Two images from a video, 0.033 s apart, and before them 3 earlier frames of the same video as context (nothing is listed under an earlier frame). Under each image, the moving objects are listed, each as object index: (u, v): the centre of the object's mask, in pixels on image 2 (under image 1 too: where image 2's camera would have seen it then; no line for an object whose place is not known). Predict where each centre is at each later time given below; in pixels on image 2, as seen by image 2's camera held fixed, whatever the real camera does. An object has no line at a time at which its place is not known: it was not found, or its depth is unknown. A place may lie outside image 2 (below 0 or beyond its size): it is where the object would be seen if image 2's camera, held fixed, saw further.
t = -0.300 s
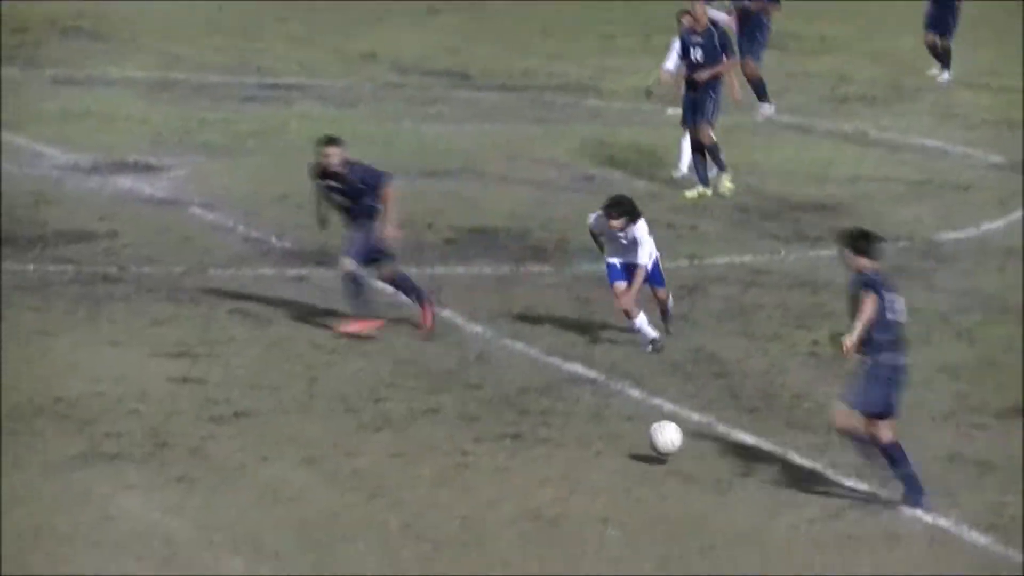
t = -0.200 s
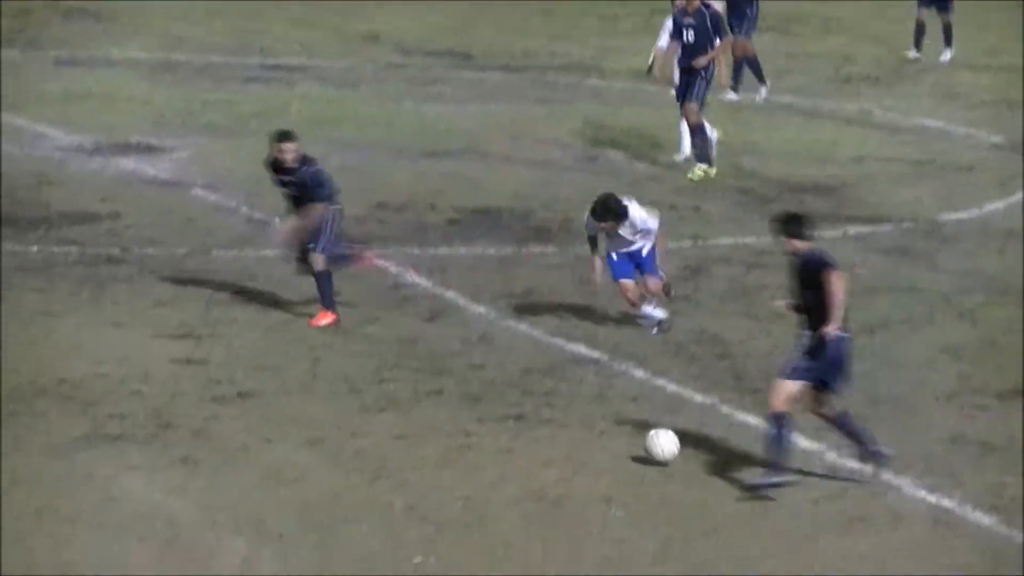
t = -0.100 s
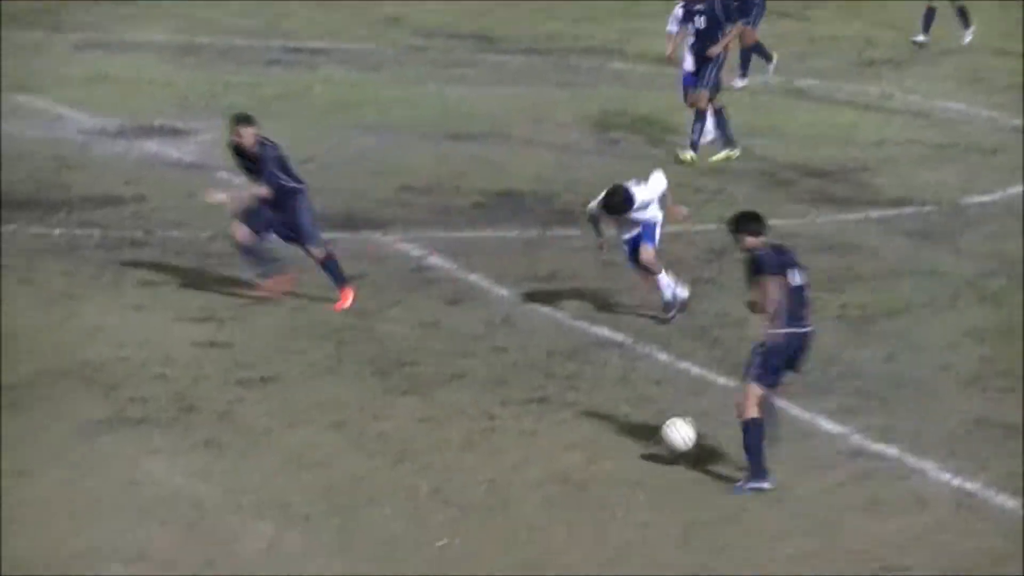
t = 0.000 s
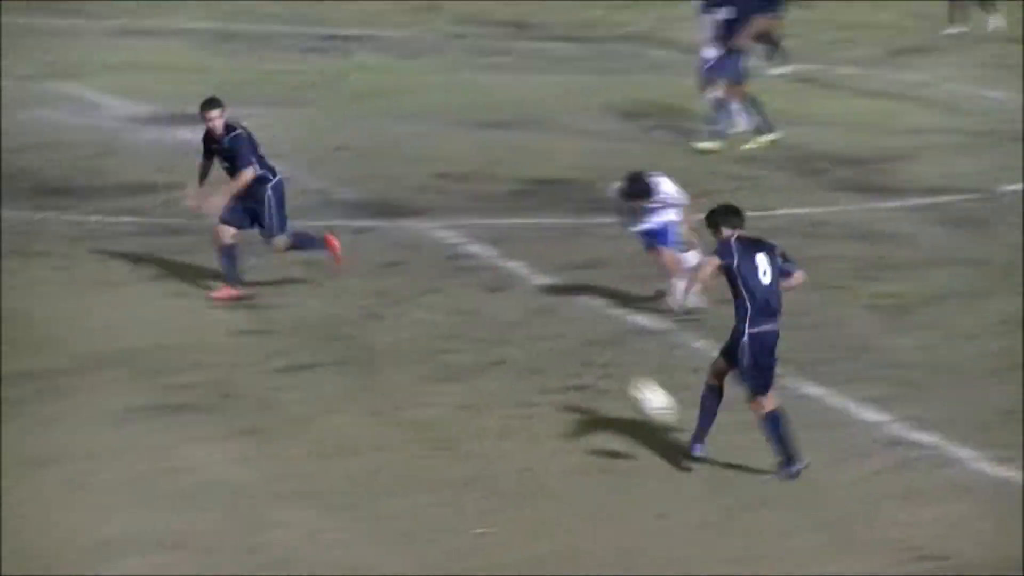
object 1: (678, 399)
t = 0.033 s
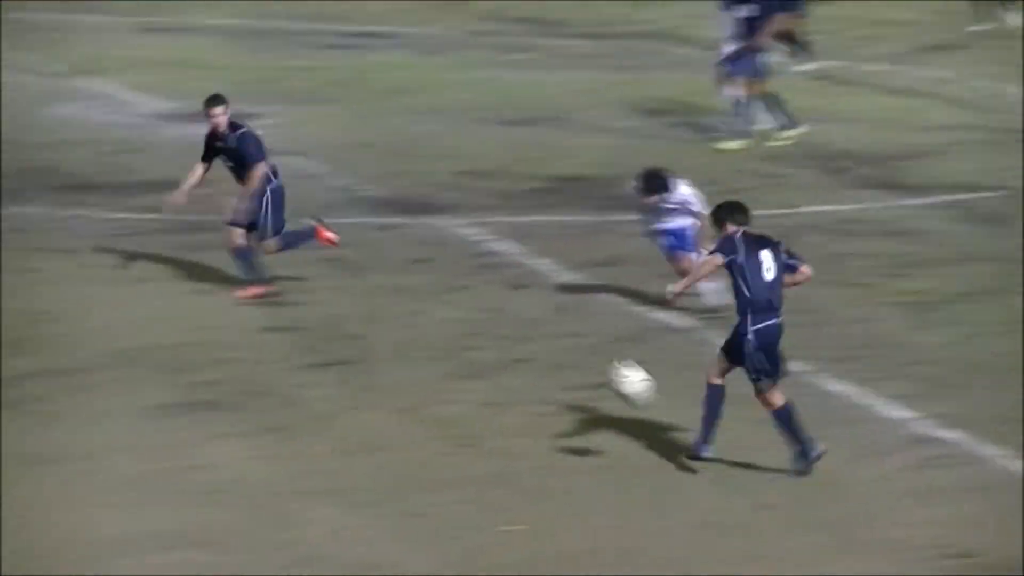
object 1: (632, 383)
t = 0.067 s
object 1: (585, 369)
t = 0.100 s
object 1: (540, 358)
